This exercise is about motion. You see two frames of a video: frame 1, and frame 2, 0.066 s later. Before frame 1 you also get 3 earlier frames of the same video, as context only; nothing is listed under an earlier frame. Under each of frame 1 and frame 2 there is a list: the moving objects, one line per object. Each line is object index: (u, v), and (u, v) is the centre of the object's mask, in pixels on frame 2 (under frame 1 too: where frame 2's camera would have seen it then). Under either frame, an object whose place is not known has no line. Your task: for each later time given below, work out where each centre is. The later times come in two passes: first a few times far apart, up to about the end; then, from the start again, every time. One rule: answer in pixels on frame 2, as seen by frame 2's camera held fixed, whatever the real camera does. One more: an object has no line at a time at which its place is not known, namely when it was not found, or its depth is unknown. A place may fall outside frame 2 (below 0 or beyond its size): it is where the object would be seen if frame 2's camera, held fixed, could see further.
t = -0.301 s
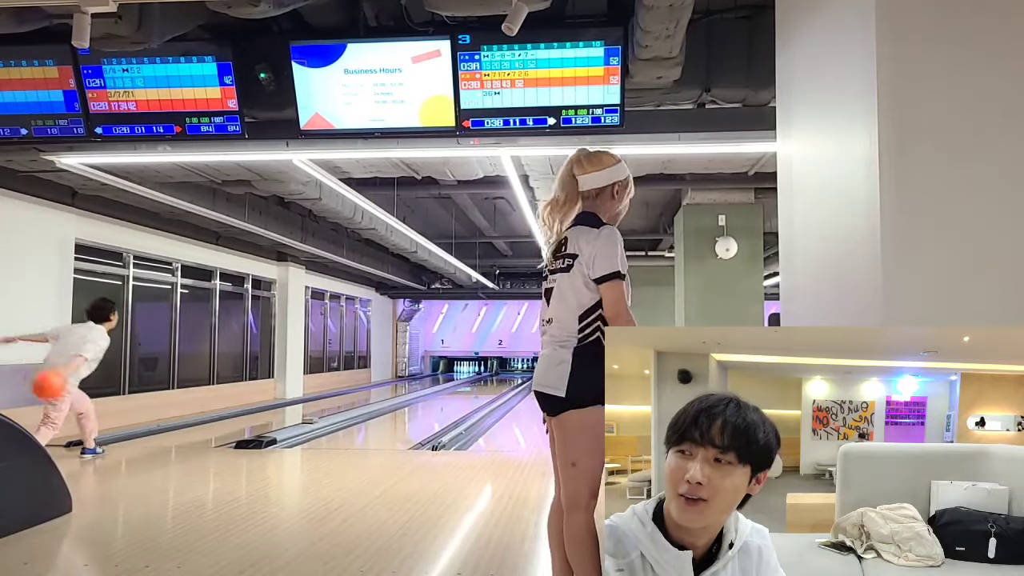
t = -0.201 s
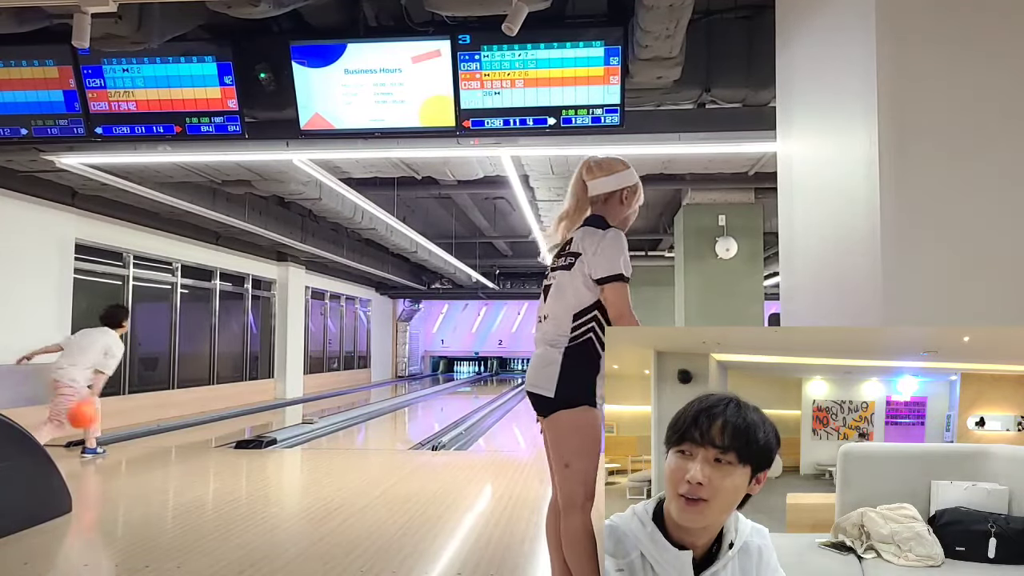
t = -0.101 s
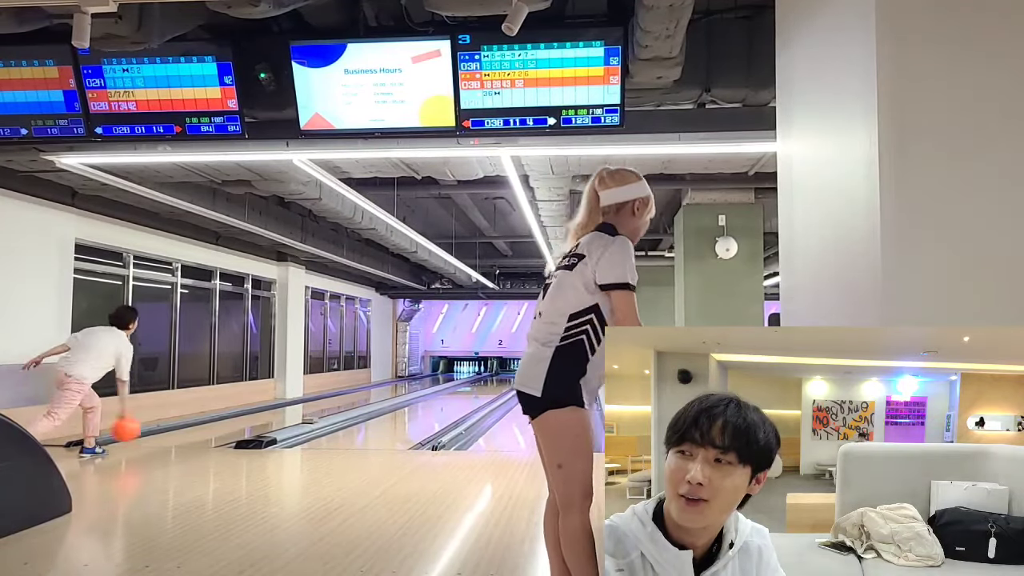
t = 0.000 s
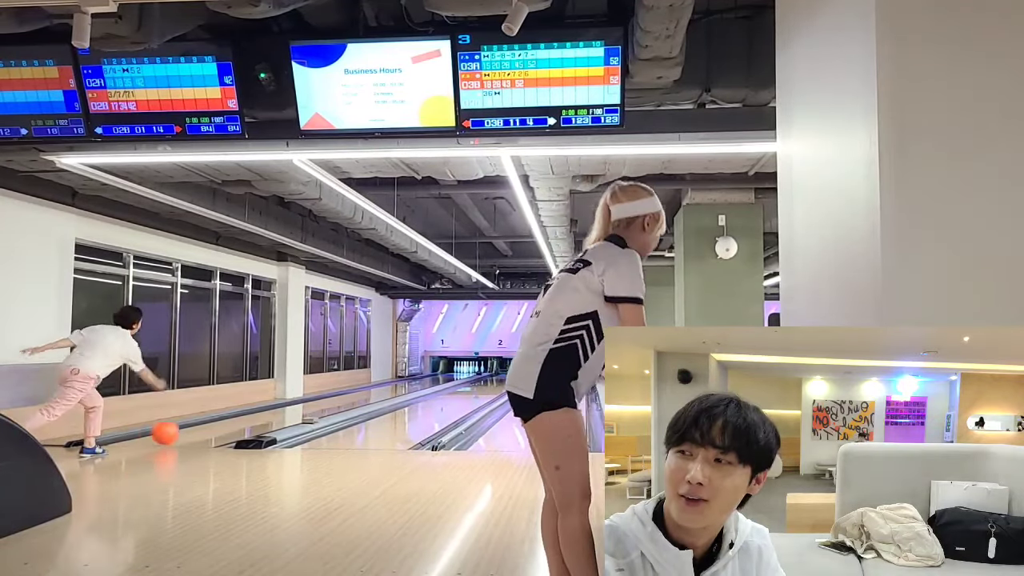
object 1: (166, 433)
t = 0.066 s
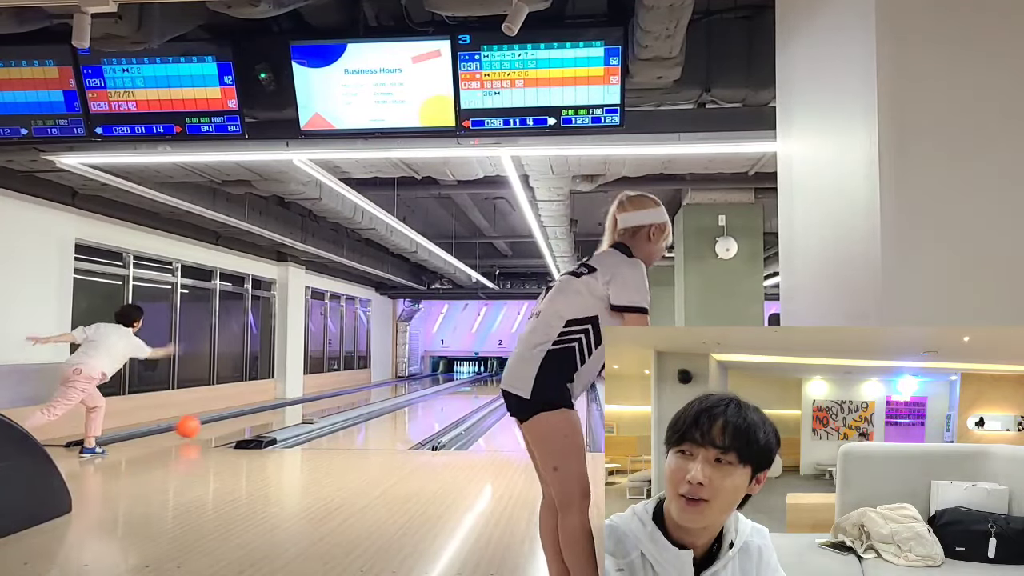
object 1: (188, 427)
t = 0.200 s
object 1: (226, 420)
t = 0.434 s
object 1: (278, 409)
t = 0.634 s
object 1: (311, 402)
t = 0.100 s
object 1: (198, 425)
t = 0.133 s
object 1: (208, 424)
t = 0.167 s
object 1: (217, 422)
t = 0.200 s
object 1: (226, 420)
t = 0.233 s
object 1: (235, 419)
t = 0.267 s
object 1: (243, 417)
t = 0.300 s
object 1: (250, 415)
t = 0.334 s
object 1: (258, 414)
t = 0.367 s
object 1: (265, 412)
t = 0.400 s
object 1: (271, 411)
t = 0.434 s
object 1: (278, 409)
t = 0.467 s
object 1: (284, 408)
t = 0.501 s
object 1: (290, 407)
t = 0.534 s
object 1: (296, 406)
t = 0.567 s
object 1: (300, 405)
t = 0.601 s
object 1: (306, 404)
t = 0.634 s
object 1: (311, 402)
